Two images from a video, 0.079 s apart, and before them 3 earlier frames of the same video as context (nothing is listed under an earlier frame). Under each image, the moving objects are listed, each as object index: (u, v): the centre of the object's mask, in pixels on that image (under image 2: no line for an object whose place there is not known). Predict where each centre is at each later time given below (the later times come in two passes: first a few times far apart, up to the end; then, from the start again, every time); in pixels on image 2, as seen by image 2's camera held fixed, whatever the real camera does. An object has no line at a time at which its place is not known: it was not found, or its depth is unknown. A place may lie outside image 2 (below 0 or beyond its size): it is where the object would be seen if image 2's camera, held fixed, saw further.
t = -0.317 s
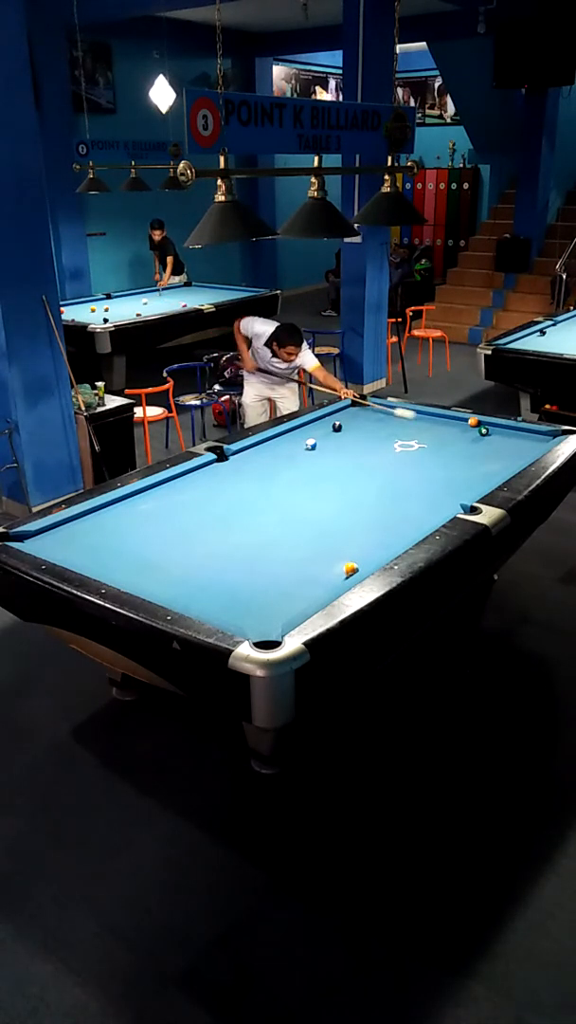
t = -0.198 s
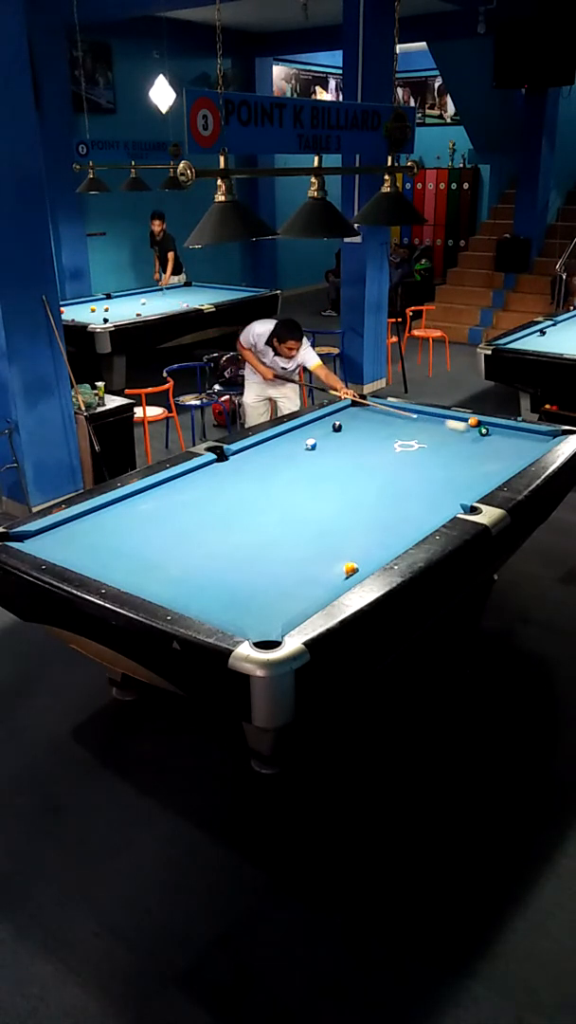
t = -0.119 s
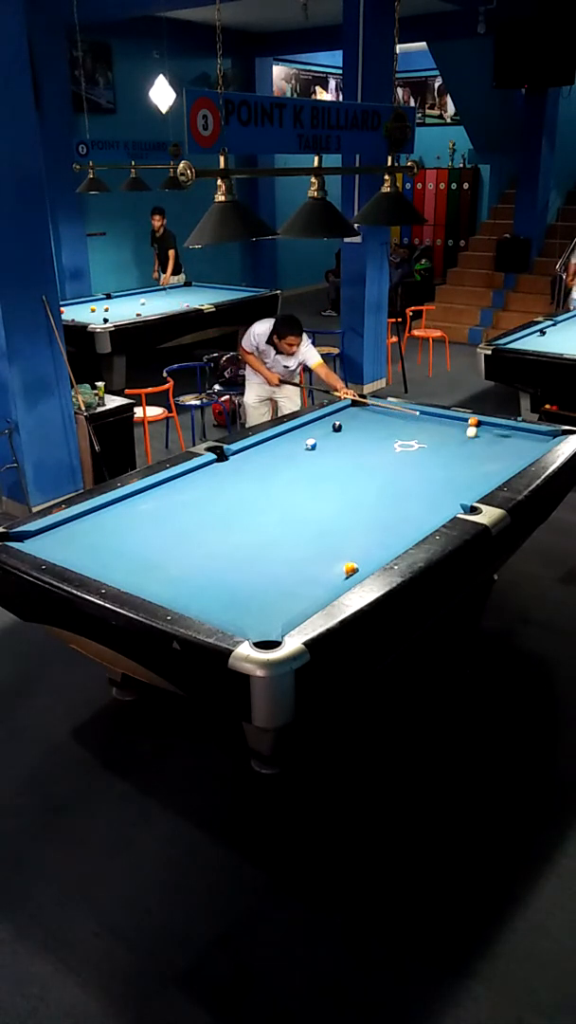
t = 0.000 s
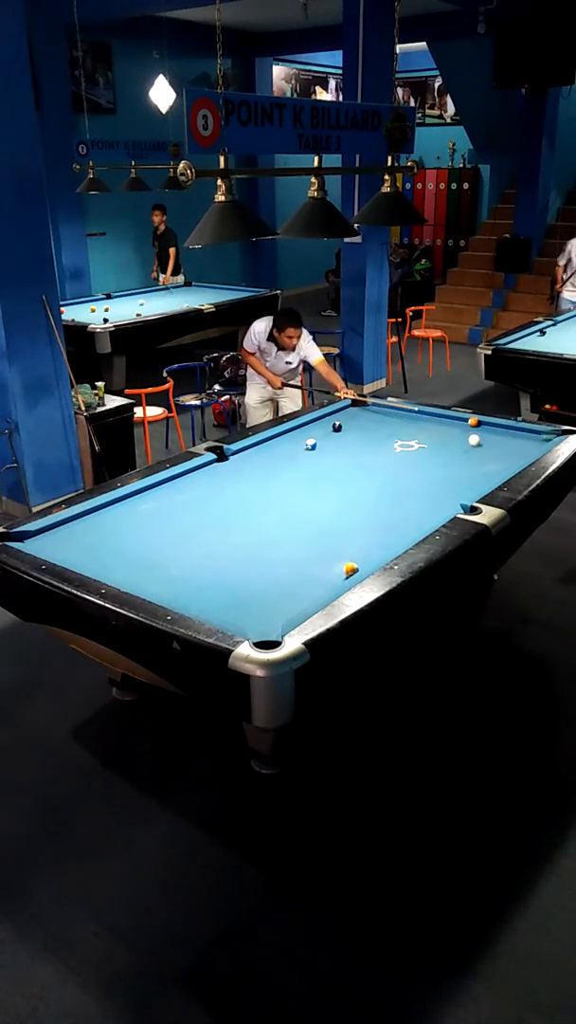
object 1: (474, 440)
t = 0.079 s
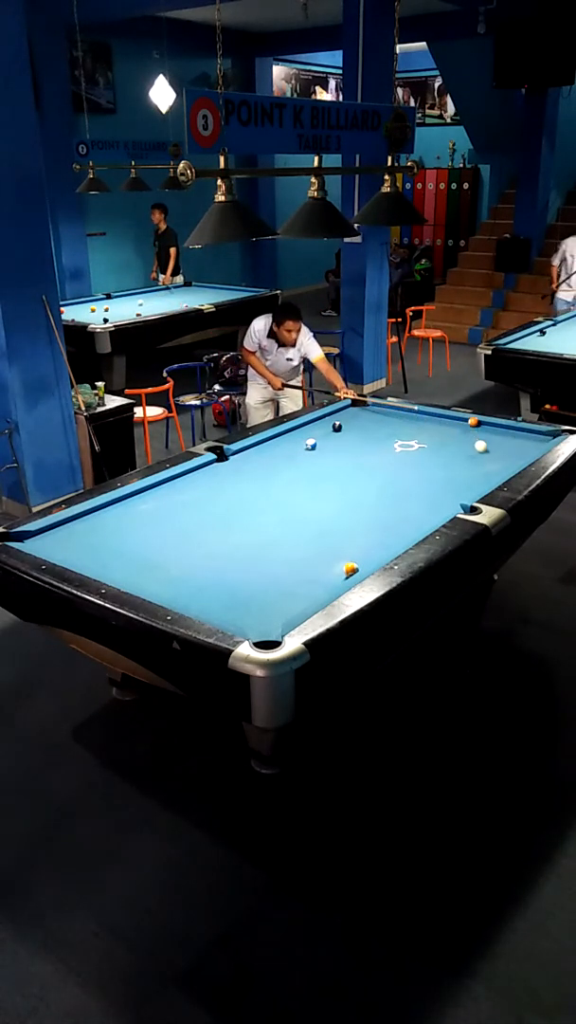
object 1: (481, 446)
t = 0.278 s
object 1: (501, 463)
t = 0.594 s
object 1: (444, 480)
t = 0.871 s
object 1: (377, 492)
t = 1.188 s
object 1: (296, 508)
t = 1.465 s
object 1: (222, 522)
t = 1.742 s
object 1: (144, 536)
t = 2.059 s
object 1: (58, 549)
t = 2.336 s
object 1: (68, 527)
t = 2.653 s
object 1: (107, 515)
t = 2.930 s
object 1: (146, 508)
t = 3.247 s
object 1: (187, 501)
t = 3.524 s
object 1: (220, 496)
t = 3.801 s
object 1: (250, 491)
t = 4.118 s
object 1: (282, 486)
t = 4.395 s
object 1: (308, 481)
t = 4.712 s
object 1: (335, 477)
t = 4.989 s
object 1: (357, 473)
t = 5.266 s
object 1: (377, 469)
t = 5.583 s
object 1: (397, 466)
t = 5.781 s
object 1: (409, 464)
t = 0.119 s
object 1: (485, 449)
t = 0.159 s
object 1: (489, 452)
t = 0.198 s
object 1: (493, 456)
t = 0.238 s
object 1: (497, 459)
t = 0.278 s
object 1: (501, 463)
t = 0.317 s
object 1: (505, 465)
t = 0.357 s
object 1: (499, 468)
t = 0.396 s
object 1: (491, 471)
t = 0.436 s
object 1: (481, 472)
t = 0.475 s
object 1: (472, 474)
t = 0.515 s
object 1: (463, 476)
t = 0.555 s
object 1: (453, 478)
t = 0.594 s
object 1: (444, 480)
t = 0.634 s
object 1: (435, 481)
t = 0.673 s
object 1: (426, 483)
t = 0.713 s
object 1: (416, 485)
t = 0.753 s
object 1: (406, 487)
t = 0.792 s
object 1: (397, 489)
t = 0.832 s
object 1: (387, 490)
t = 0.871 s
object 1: (377, 492)
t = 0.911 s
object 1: (367, 494)
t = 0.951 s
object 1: (357, 496)
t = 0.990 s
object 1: (347, 498)
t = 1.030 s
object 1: (337, 500)
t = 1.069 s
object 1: (327, 502)
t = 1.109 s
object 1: (316, 504)
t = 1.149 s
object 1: (306, 505)
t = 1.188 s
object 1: (296, 508)
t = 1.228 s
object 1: (286, 509)
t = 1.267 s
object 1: (276, 511)
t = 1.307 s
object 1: (265, 513)
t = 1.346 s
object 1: (254, 516)
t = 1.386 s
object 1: (244, 517)
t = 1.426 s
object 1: (233, 520)
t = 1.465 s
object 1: (222, 522)
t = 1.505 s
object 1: (211, 524)
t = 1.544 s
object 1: (201, 525)
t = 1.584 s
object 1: (189, 528)
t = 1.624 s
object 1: (178, 530)
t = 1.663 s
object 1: (167, 532)
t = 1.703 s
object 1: (156, 534)
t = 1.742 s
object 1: (144, 536)
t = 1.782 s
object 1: (133, 538)
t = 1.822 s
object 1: (121, 541)
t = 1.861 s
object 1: (109, 543)
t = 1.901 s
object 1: (97, 545)
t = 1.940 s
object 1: (85, 547)
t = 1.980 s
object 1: (73, 550)
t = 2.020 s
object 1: (62, 550)
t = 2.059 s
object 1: (58, 549)
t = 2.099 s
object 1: (58, 547)
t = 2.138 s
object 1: (60, 544)
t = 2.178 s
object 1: (62, 540)
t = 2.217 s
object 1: (63, 537)
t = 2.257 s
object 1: (65, 533)
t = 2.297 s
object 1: (67, 530)
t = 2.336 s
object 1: (68, 527)
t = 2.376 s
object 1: (70, 523)
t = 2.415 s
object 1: (72, 521)
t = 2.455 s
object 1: (77, 519)
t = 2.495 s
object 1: (83, 518)
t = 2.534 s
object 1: (89, 518)
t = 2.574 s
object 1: (95, 516)
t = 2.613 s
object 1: (101, 516)
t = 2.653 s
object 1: (107, 515)
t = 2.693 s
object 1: (113, 513)
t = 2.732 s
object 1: (118, 512)
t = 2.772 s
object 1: (124, 512)
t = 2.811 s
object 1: (129, 511)
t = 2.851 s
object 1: (135, 510)
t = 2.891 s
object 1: (141, 509)
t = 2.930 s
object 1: (146, 508)
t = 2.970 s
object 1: (151, 507)
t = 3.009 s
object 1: (157, 506)
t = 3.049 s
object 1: (162, 505)
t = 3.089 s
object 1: (167, 505)
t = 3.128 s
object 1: (172, 504)
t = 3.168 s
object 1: (177, 503)
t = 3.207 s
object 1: (182, 502)
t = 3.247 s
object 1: (187, 501)
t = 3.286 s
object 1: (192, 501)
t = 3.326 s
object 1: (196, 500)
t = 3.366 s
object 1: (202, 499)
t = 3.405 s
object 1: (206, 498)
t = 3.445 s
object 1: (210, 497)
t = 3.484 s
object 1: (215, 496)
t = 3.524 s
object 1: (220, 496)
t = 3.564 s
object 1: (224, 495)
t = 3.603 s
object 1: (228, 494)
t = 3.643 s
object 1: (233, 494)
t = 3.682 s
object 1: (237, 493)
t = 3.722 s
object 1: (241, 492)
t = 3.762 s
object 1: (245, 492)
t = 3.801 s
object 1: (250, 491)
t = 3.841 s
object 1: (254, 490)
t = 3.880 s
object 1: (258, 490)
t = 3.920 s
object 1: (262, 489)
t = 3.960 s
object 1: (266, 488)
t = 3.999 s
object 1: (270, 488)
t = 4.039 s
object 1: (274, 487)
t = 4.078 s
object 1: (278, 486)
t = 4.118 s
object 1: (282, 486)
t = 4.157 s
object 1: (286, 485)
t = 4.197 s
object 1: (290, 484)
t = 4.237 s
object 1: (293, 484)
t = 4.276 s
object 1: (297, 483)
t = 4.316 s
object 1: (301, 482)
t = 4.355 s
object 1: (304, 482)
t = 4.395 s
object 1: (308, 481)
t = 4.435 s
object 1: (311, 481)
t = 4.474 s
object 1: (315, 480)
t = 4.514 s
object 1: (319, 479)
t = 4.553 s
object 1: (322, 479)
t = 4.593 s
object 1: (325, 478)
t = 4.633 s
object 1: (328, 477)
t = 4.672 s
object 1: (332, 477)
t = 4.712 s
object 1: (335, 477)
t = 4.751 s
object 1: (338, 476)
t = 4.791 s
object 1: (341, 475)
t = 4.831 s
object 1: (345, 475)
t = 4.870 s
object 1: (348, 474)
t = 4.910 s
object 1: (351, 474)
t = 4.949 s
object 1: (354, 473)
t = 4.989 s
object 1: (357, 473)
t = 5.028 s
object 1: (360, 472)
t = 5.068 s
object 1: (363, 472)
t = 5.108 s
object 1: (365, 471)
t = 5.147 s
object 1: (368, 471)
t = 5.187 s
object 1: (371, 470)
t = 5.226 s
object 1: (374, 470)
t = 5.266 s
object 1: (377, 469)
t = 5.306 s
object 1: (379, 469)
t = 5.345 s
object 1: (382, 468)
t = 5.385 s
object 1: (385, 468)
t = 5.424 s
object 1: (387, 467)
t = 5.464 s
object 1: (390, 467)
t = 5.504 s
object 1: (393, 467)
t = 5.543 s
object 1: (395, 466)
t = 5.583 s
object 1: (397, 466)
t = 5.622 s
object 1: (400, 465)
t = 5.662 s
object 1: (402, 465)
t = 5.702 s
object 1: (405, 464)
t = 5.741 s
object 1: (407, 464)
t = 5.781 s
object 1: (409, 464)
